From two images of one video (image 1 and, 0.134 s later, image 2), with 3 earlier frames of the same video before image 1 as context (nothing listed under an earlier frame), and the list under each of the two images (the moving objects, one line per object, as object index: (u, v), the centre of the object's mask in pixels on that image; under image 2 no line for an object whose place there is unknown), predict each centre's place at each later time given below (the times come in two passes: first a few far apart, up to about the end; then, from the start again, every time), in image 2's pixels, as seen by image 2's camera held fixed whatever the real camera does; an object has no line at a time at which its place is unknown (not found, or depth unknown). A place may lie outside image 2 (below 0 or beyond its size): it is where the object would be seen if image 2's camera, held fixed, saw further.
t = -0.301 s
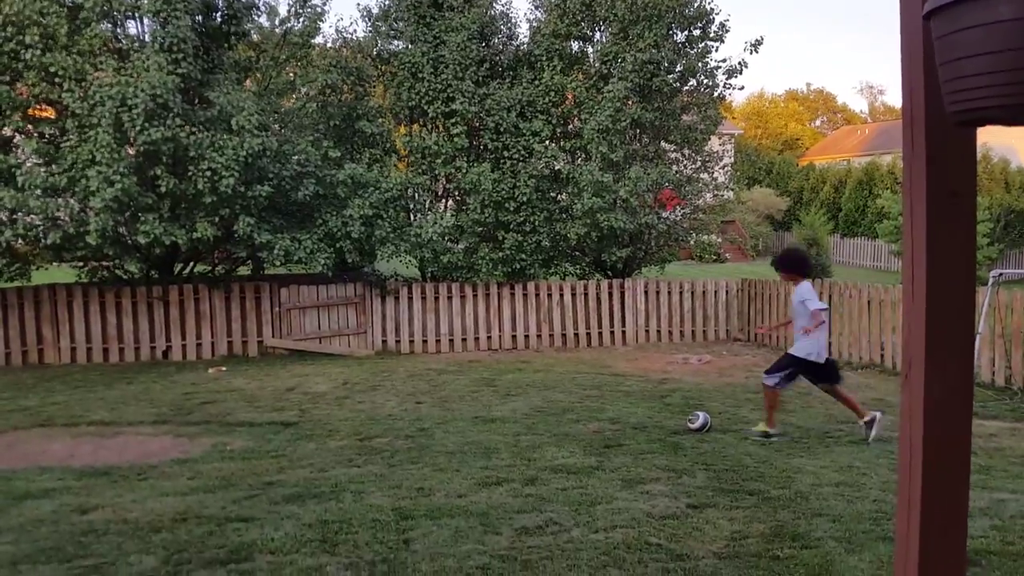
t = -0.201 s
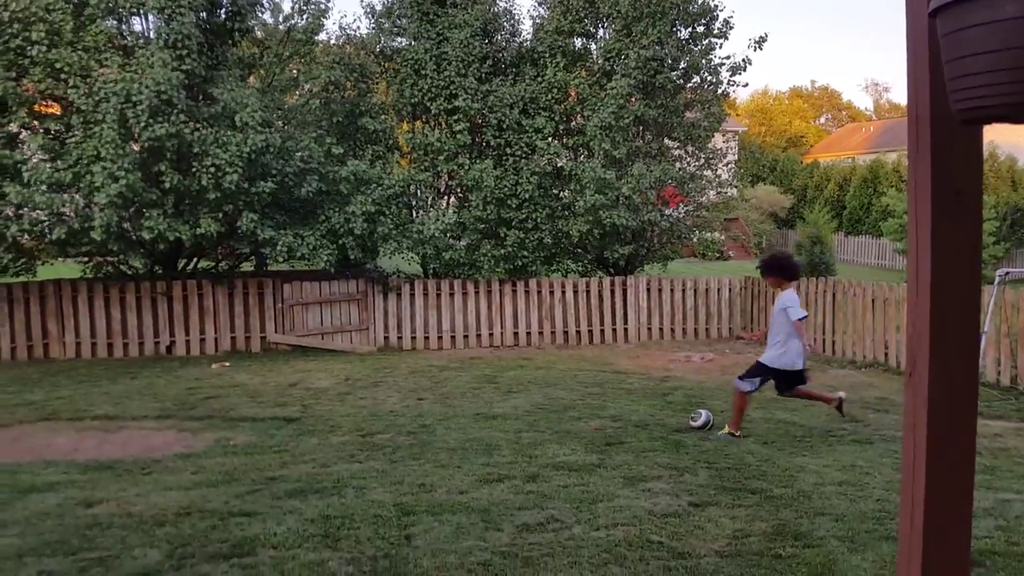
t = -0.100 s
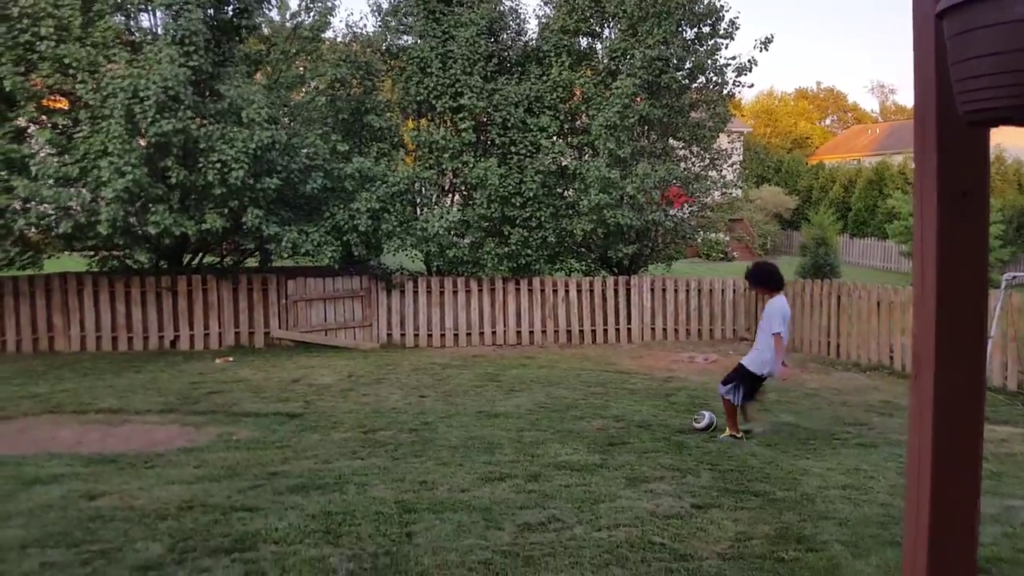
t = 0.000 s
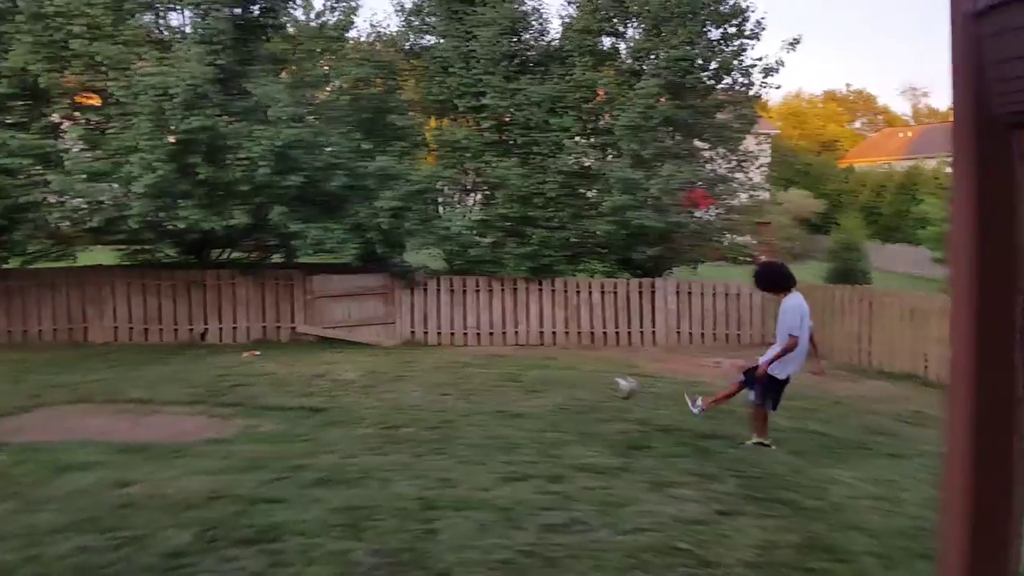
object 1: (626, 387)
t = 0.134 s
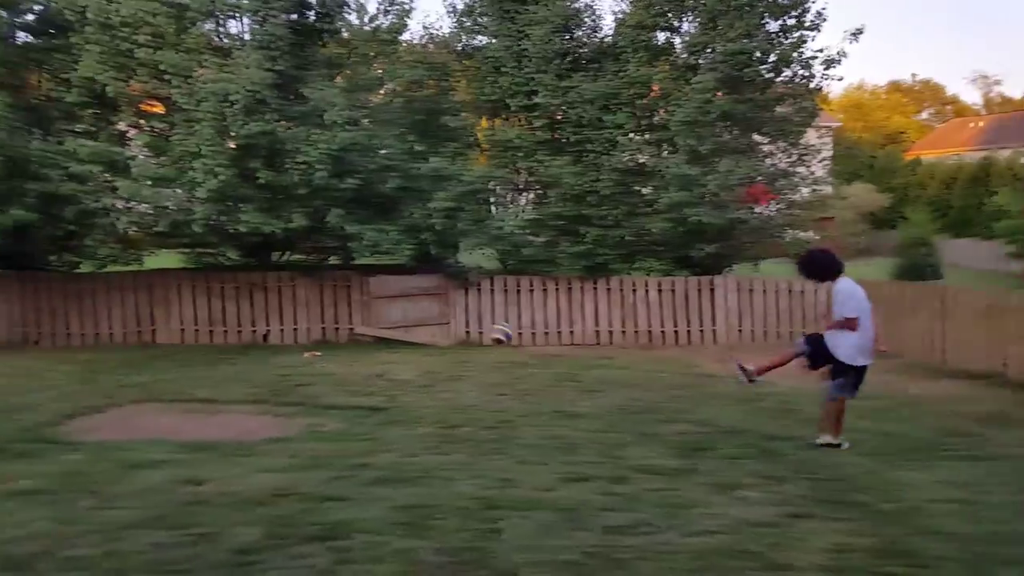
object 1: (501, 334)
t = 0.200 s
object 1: (414, 316)
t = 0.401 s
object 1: (179, 297)
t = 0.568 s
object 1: (11, 313)
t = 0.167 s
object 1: (457, 324)
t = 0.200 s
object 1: (414, 316)
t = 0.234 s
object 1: (369, 309)
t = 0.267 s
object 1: (329, 304)
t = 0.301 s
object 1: (291, 300)
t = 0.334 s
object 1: (254, 297)
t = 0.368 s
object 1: (217, 297)
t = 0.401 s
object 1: (179, 297)
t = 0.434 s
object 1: (143, 299)
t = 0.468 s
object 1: (109, 301)
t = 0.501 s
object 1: (77, 304)
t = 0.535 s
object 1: (45, 308)
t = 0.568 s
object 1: (11, 313)
